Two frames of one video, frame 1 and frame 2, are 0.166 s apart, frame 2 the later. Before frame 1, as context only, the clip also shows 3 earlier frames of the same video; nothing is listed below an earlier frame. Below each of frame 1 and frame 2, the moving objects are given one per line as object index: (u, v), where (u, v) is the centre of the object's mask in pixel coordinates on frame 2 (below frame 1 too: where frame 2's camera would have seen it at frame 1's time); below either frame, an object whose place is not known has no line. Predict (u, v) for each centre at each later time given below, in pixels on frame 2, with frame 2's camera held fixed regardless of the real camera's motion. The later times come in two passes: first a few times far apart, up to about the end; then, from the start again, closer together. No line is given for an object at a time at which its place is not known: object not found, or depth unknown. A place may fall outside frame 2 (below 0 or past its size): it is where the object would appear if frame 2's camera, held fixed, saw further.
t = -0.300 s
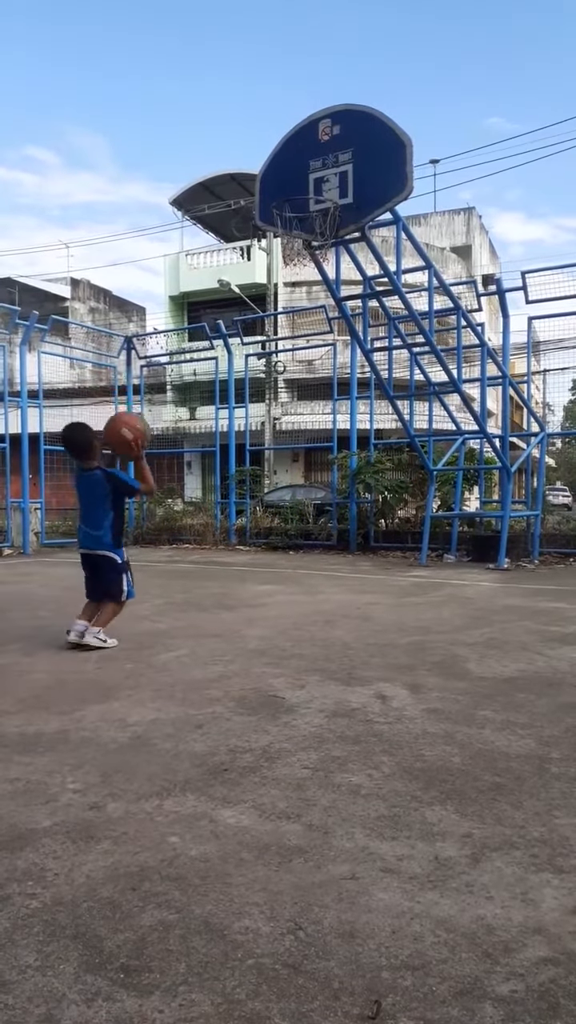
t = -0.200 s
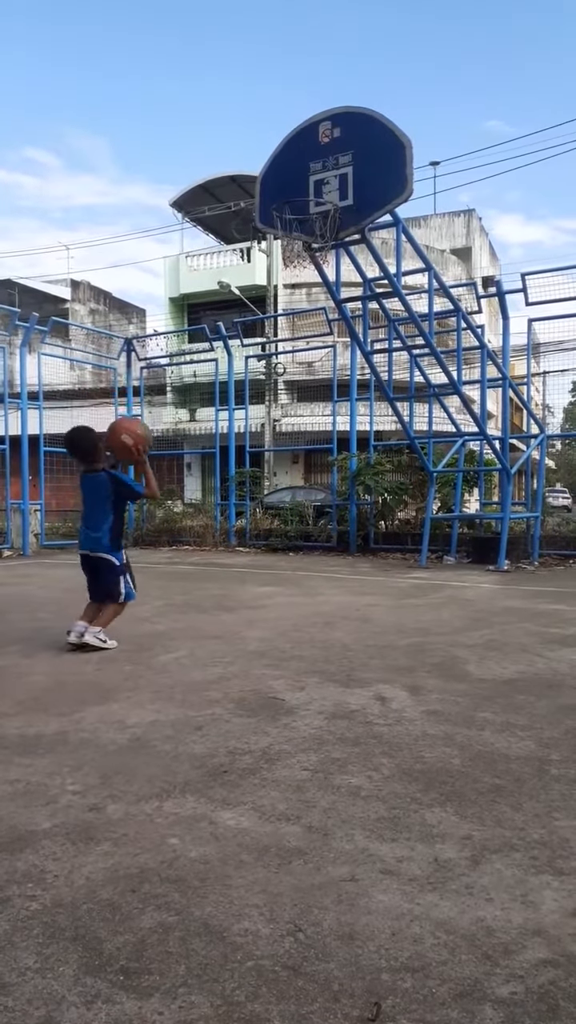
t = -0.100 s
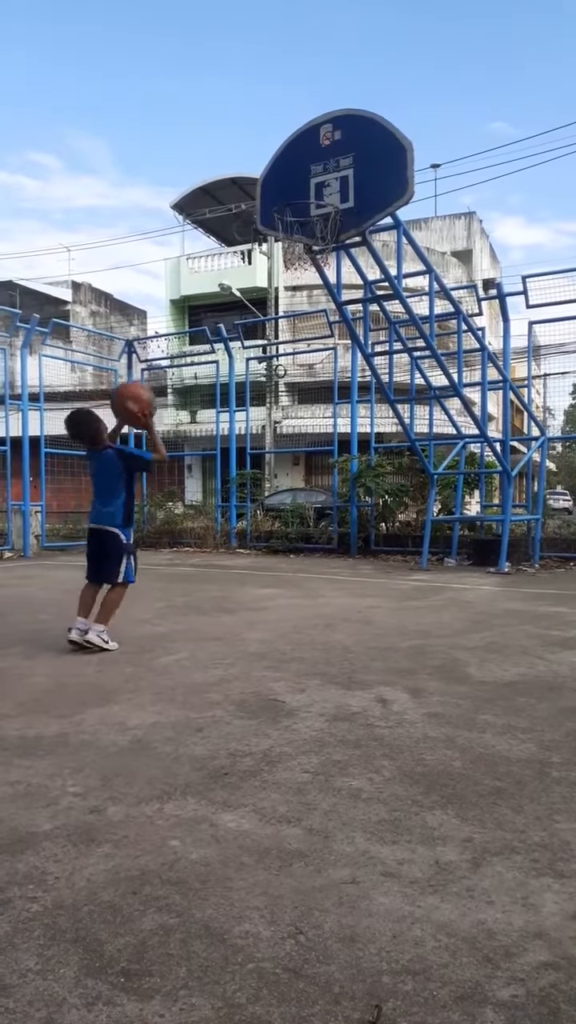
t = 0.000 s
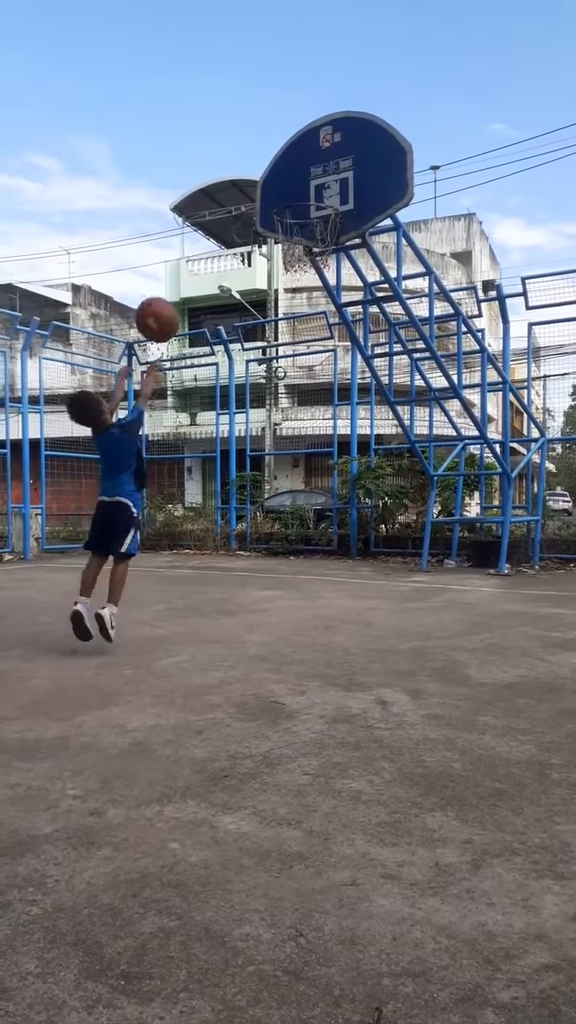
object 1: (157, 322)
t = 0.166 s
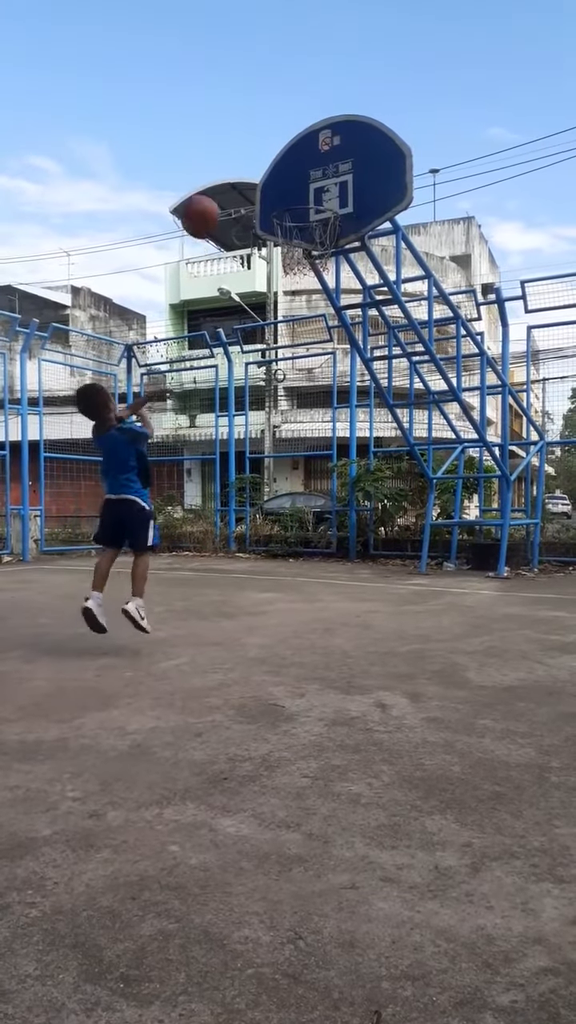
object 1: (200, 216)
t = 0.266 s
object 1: (224, 182)
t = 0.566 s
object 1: (284, 178)
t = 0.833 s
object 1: (319, 256)
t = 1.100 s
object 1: (321, 343)
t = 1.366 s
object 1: (321, 511)
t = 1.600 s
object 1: (321, 492)
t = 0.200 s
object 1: (210, 202)
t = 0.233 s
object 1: (217, 191)
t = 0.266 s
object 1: (224, 182)
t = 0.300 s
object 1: (232, 174)
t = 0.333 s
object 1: (239, 170)
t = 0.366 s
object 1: (246, 166)
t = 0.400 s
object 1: (253, 164)
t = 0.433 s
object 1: (259, 164)
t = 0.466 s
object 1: (266, 165)
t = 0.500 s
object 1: (272, 168)
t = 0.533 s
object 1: (278, 172)
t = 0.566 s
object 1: (284, 178)
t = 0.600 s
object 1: (290, 185)
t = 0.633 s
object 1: (295, 192)
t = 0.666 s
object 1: (301, 200)
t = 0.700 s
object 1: (307, 215)
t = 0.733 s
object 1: (312, 227)
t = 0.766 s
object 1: (317, 241)
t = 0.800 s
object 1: (319, 251)
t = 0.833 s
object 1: (319, 256)
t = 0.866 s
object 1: (318, 261)
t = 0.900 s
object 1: (319, 268)
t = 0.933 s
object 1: (319, 277)
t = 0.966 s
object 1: (319, 288)
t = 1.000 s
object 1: (320, 300)
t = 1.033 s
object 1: (320, 313)
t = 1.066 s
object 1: (321, 327)
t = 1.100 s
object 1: (321, 343)
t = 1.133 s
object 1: (321, 360)
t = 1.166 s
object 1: (320, 378)
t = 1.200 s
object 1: (321, 398)
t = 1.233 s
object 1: (321, 417)
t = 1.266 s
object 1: (321, 440)
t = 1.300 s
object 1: (321, 462)
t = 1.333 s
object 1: (322, 486)
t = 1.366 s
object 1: (321, 511)
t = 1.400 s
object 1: (322, 539)
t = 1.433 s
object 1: (322, 566)
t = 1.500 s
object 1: (322, 558)
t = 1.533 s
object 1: (322, 536)
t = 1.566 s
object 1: (321, 515)
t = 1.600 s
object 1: (321, 492)
